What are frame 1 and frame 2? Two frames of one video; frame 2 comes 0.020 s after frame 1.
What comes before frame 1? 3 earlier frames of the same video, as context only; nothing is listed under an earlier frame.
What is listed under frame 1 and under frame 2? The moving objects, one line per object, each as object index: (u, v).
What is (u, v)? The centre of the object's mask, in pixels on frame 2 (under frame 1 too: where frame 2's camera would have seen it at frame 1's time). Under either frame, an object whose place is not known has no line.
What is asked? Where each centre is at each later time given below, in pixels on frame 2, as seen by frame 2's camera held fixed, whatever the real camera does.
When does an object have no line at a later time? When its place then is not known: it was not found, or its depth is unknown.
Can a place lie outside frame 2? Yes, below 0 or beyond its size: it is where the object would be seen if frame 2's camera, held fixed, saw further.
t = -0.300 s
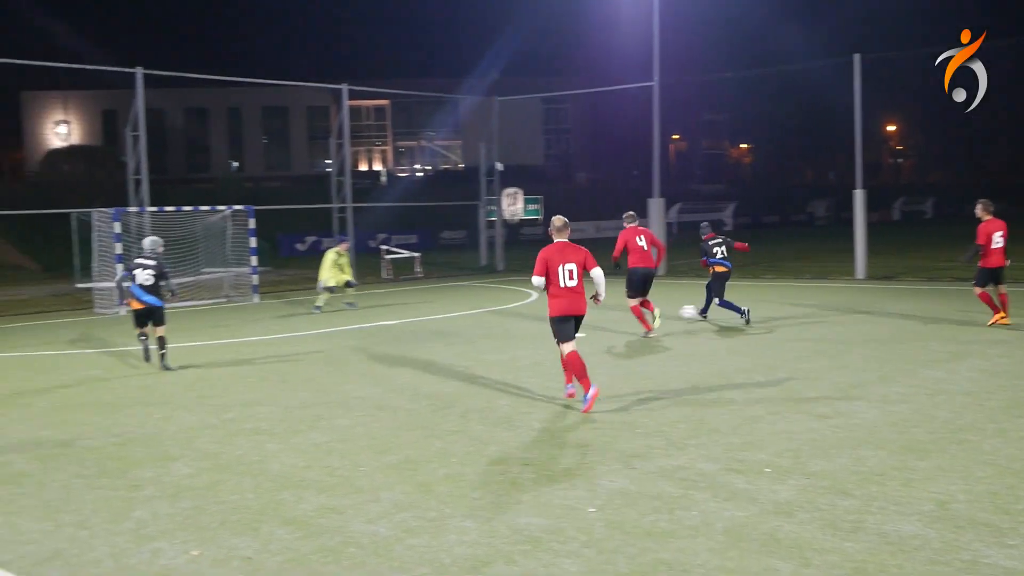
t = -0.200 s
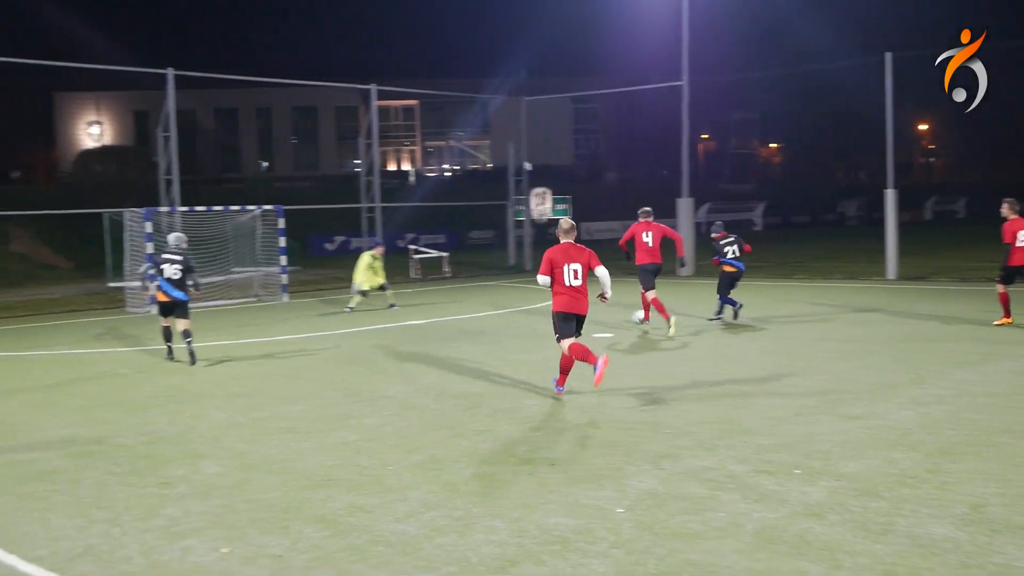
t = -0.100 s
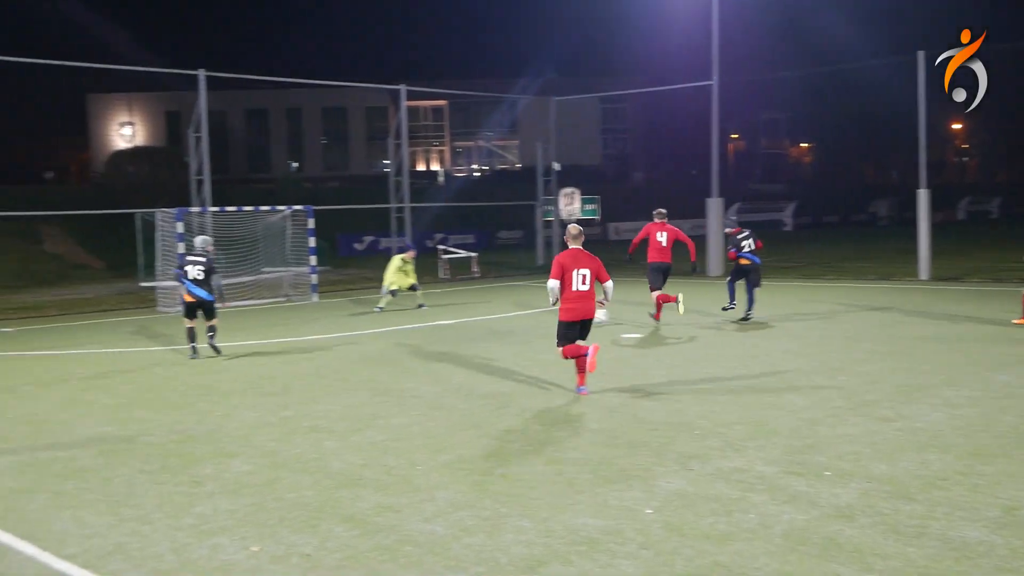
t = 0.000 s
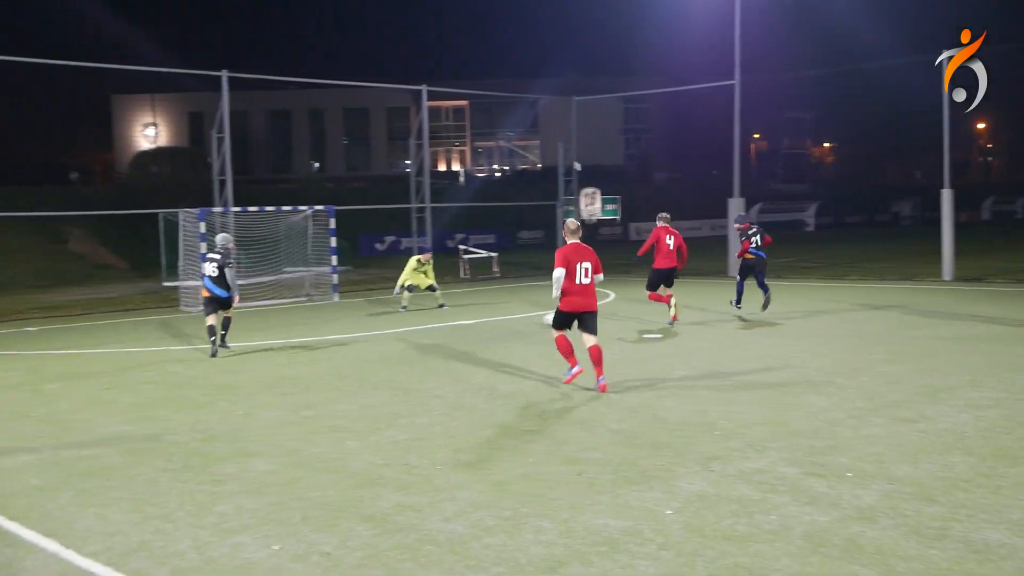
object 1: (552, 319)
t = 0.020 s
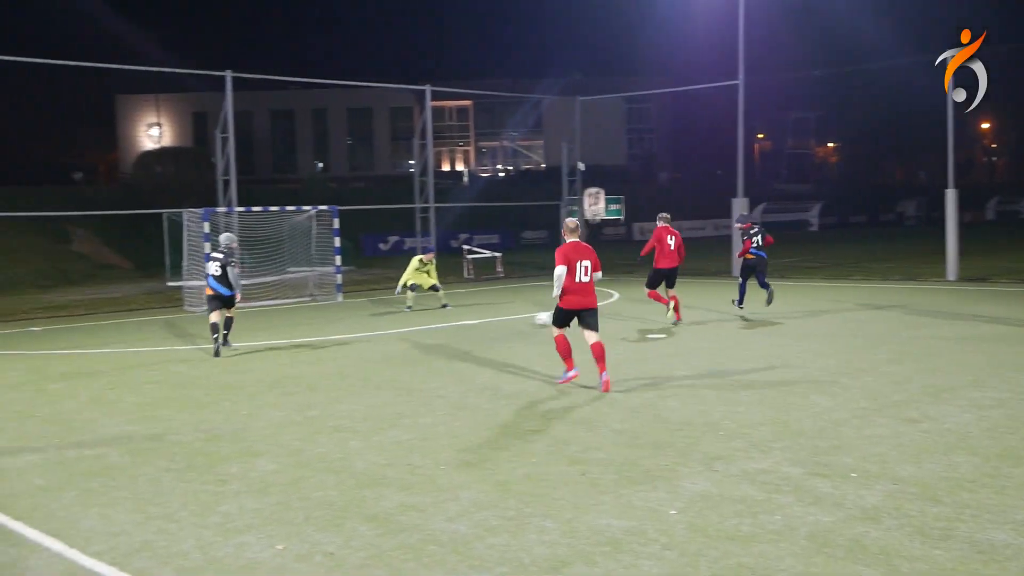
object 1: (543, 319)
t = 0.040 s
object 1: (531, 319)
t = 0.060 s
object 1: (520, 319)
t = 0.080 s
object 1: (508, 319)
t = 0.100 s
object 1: (497, 320)
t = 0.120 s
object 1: (484, 321)
